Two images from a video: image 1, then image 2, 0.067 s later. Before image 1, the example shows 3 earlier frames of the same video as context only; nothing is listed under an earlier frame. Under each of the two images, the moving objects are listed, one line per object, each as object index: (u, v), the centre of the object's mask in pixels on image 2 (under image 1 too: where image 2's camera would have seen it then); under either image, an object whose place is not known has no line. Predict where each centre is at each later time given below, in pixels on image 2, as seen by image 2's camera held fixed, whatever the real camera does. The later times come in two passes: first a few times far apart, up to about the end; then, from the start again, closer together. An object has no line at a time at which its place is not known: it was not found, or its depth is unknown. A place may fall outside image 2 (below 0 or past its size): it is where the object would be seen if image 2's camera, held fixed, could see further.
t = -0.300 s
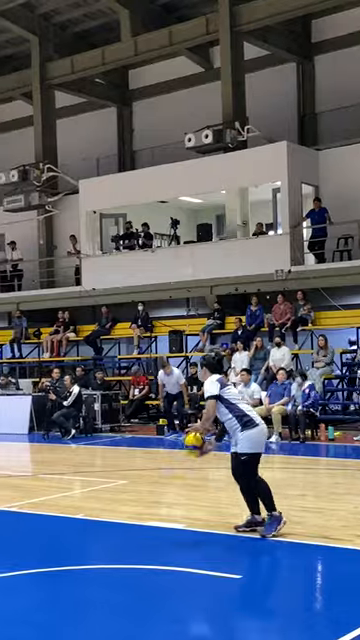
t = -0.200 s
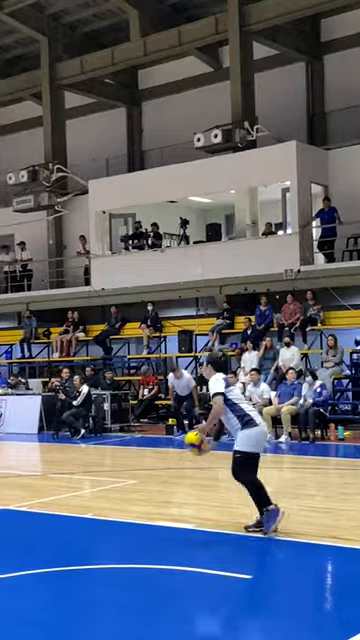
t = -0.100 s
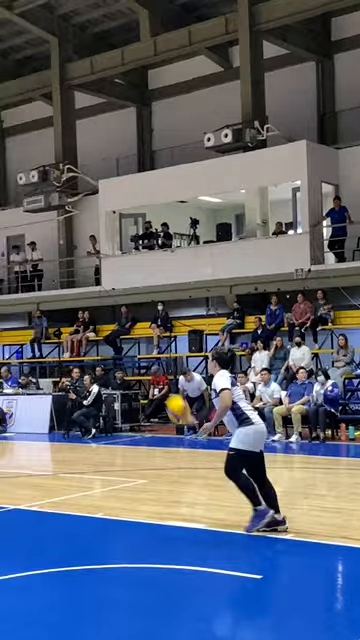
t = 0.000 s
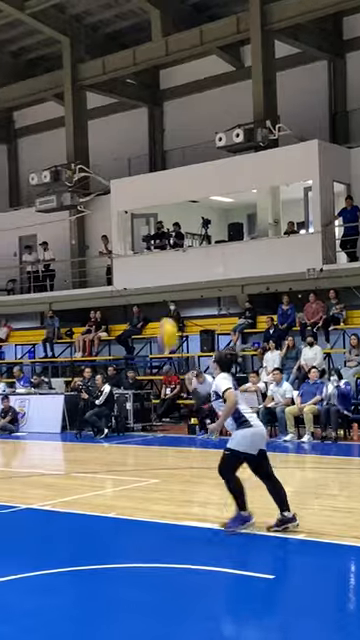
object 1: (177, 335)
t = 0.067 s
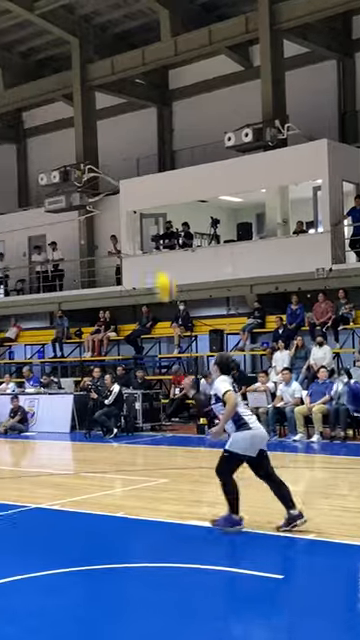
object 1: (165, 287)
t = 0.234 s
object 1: (136, 192)
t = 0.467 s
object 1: (97, 111)
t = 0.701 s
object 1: (63, 88)
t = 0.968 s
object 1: (28, 126)
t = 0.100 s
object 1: (159, 263)
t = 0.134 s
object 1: (153, 242)
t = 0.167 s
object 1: (147, 223)
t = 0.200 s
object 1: (142, 208)
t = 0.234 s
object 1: (136, 192)
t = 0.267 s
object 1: (130, 175)
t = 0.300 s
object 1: (125, 163)
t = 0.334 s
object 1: (118, 150)
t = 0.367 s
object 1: (114, 138)
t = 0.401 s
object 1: (109, 128)
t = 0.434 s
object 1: (103, 118)
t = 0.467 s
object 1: (97, 111)
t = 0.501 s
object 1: (92, 104)
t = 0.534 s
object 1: (86, 98)
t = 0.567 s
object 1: (82, 94)
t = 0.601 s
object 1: (75, 91)
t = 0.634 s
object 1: (72, 88)
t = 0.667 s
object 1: (67, 88)
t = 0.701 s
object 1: (63, 88)
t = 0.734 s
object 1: (58, 89)
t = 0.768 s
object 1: (52, 90)
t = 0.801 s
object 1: (49, 94)
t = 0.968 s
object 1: (28, 126)
